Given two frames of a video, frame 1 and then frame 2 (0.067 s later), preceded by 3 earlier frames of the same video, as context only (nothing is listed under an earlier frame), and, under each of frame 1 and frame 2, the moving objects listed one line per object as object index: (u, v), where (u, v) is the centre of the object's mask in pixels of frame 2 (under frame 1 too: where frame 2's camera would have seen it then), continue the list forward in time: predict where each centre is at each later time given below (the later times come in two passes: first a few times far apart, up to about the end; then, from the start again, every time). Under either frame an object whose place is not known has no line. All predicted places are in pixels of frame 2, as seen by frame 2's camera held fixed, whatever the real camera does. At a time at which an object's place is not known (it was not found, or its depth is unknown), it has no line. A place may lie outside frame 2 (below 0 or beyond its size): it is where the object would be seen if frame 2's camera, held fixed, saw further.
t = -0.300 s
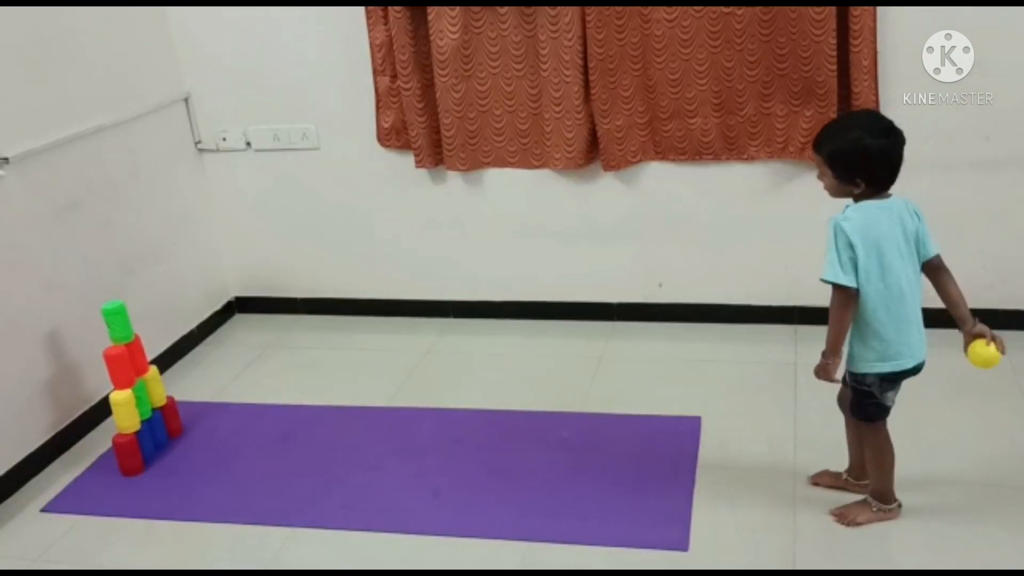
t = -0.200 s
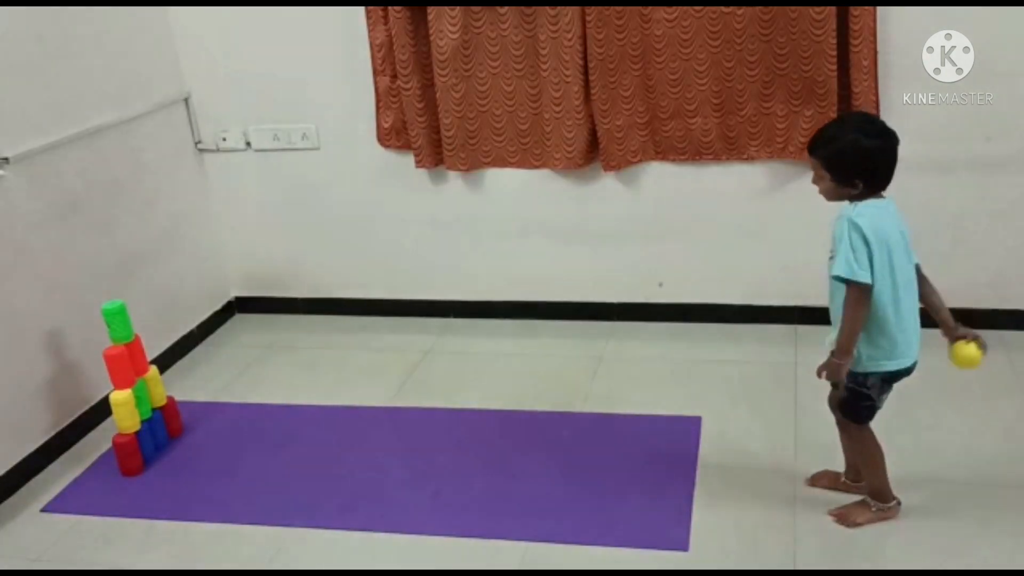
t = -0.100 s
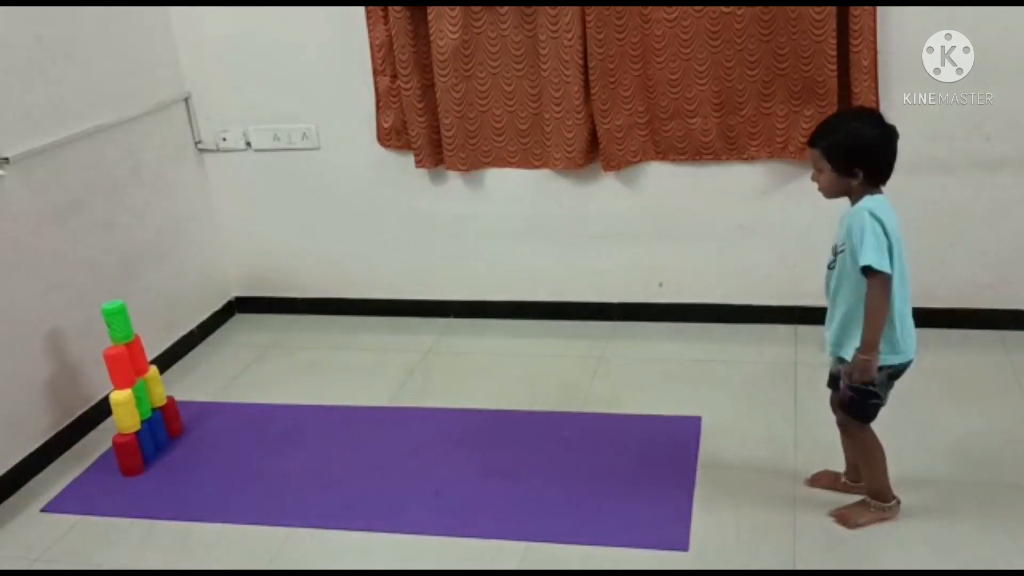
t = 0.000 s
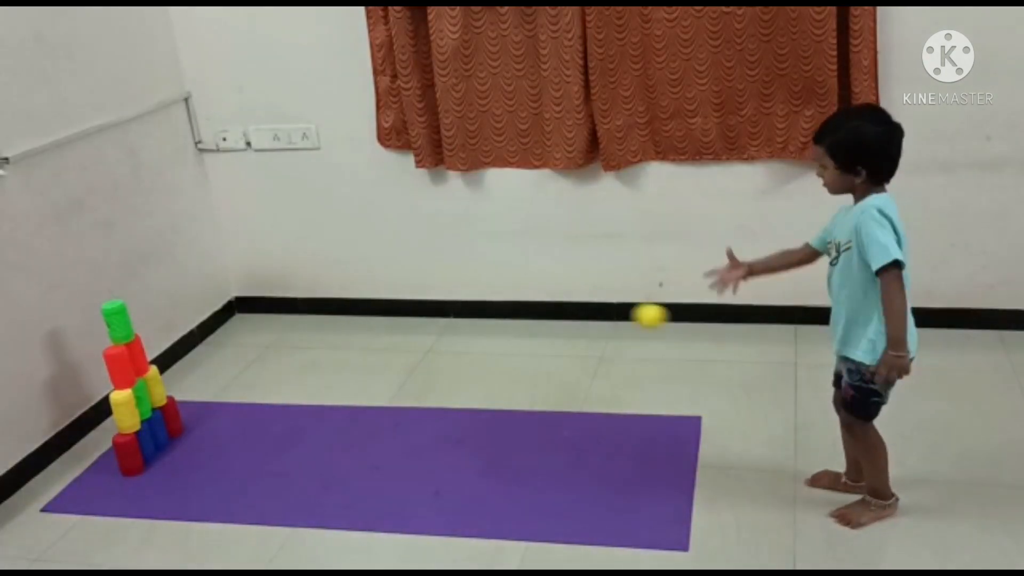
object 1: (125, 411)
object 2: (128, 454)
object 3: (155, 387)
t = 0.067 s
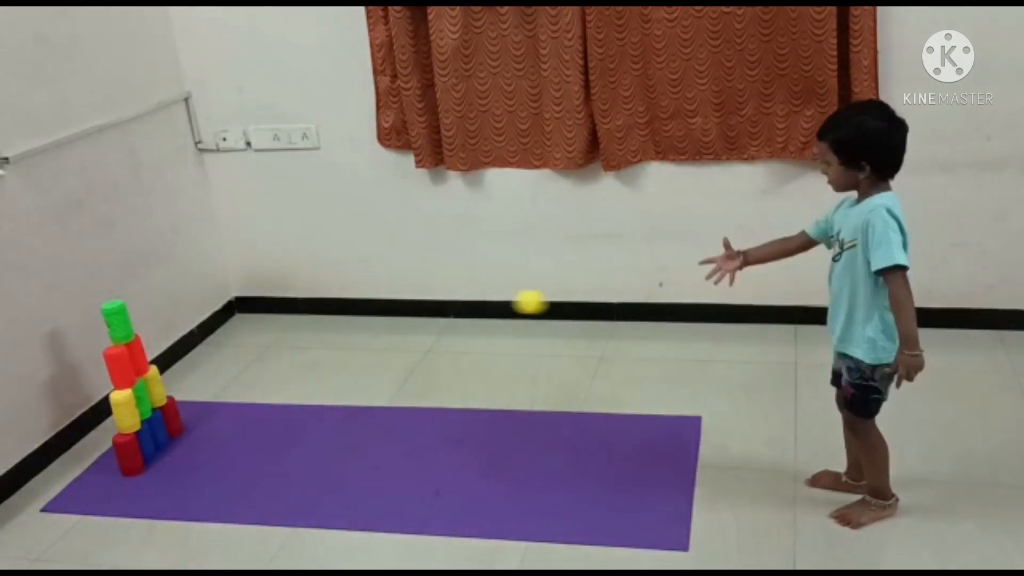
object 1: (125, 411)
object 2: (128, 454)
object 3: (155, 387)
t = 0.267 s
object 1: (125, 411)
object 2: (129, 454)
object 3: (155, 387)
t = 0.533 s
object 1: (73, 446)
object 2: (122, 454)
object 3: (155, 387)
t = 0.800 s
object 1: (110, 461)
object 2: (139, 454)
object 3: (159, 383)
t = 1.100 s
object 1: (110, 462)
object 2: (165, 469)
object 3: (171, 383)
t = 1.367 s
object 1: (112, 459)
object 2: (163, 471)
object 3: (208, 409)
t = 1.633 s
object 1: (113, 457)
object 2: (163, 471)
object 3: (247, 424)
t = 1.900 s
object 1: (113, 457)
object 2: (164, 470)
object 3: (249, 429)
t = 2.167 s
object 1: (113, 457)
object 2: (164, 470)
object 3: (249, 429)
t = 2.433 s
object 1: (113, 456)
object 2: (164, 470)
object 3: (249, 429)
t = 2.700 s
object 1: (113, 456)
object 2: (164, 470)
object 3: (249, 430)
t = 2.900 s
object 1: (113, 457)
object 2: (164, 470)
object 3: (248, 430)
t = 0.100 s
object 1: (125, 411)
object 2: (129, 454)
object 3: (156, 387)
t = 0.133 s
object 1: (125, 411)
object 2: (129, 454)
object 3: (156, 387)
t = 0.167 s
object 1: (125, 411)
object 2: (129, 454)
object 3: (155, 387)
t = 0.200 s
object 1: (125, 411)
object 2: (129, 454)
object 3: (155, 387)
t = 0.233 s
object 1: (125, 411)
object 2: (129, 454)
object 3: (156, 387)
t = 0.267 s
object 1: (125, 411)
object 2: (129, 454)
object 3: (155, 387)
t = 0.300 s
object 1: (125, 411)
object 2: (128, 454)
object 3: (156, 387)
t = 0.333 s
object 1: (121, 411)
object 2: (128, 454)
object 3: (156, 387)
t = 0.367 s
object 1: (105, 409)
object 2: (126, 453)
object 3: (156, 387)
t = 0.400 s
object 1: (89, 410)
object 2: (124, 454)
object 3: (156, 387)
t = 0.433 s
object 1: (74, 415)
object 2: (123, 454)
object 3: (155, 387)
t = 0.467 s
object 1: (60, 423)
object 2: (122, 454)
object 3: (155, 386)
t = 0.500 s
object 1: (63, 434)
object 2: (122, 454)
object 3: (155, 386)
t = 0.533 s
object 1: (73, 446)
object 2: (122, 454)
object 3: (155, 387)
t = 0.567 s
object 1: (85, 461)
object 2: (123, 454)
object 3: (155, 387)
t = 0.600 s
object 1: (88, 455)
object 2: (123, 453)
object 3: (155, 387)
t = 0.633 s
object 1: (91, 453)
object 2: (124, 454)
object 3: (155, 387)
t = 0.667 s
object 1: (100, 462)
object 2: (126, 454)
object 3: (156, 386)
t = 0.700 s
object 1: (105, 463)
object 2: (130, 454)
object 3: (156, 385)
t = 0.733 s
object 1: (108, 461)
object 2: (133, 454)
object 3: (157, 384)
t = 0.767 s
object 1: (109, 461)
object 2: (134, 454)
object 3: (158, 384)
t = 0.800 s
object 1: (110, 461)
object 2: (139, 454)
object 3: (159, 383)
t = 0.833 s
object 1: (109, 461)
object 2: (142, 454)
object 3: (160, 381)
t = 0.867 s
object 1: (109, 462)
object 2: (145, 454)
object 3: (162, 380)
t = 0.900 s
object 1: (107, 464)
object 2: (148, 456)
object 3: (163, 381)
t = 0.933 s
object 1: (106, 466)
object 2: (153, 457)
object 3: (164, 381)
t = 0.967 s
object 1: (106, 464)
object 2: (158, 462)
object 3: (165, 381)
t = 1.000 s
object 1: (106, 463)
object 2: (162, 465)
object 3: (166, 381)
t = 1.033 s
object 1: (108, 463)
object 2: (164, 466)
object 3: (167, 381)
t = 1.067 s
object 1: (109, 463)
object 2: (165, 468)
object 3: (169, 382)
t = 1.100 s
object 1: (110, 462)
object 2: (165, 469)
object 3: (171, 383)
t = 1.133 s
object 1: (110, 462)
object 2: (165, 470)
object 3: (175, 384)
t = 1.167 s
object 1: (110, 461)
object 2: (164, 470)
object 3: (179, 388)
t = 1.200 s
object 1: (111, 461)
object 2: (164, 471)
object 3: (184, 392)
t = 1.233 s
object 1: (111, 460)
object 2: (164, 471)
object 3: (189, 399)
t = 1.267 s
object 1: (111, 460)
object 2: (163, 471)
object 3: (196, 410)
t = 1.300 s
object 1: (112, 459)
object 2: (163, 471)
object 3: (201, 417)
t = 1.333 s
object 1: (112, 459)
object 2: (163, 471)
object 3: (204, 411)
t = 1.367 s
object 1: (112, 459)
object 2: (163, 471)
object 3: (208, 409)
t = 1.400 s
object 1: (113, 458)
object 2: (163, 471)
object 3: (213, 410)
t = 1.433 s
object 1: (113, 458)
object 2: (163, 471)
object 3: (218, 414)
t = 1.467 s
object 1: (113, 458)
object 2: (163, 471)
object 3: (224, 419)
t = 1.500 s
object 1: (113, 457)
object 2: (163, 471)
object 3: (229, 418)
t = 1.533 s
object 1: (113, 457)
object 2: (163, 471)
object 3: (235, 420)
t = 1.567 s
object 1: (113, 457)
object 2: (163, 471)
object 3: (242, 426)
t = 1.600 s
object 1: (113, 457)
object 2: (163, 471)
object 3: (245, 426)
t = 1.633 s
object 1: (113, 457)
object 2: (163, 471)
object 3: (247, 424)
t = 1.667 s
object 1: (113, 457)
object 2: (163, 471)
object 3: (250, 425)
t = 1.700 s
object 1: (113, 457)
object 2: (164, 471)
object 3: (251, 427)
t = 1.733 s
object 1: (113, 457)
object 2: (164, 471)
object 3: (250, 428)
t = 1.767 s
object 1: (113, 456)
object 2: (164, 471)
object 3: (249, 428)
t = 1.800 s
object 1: (113, 457)
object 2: (164, 471)
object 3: (250, 429)
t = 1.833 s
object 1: (113, 456)
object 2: (164, 470)
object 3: (249, 429)
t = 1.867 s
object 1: (113, 456)
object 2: (164, 470)
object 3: (249, 429)
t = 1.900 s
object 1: (113, 457)
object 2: (164, 470)
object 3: (249, 429)
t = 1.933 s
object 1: (113, 457)
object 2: (164, 470)
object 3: (249, 429)
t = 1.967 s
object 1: (113, 456)
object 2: (164, 470)
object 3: (249, 429)
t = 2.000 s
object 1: (113, 457)
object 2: (164, 470)
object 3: (249, 429)
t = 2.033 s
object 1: (113, 457)
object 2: (164, 470)
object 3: (249, 429)
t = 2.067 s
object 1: (113, 457)
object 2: (164, 470)
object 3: (249, 429)
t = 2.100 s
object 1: (113, 457)
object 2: (164, 470)
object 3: (249, 429)
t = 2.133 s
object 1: (113, 457)
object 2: (164, 470)
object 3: (249, 430)
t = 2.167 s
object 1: (113, 457)
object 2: (164, 470)
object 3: (249, 429)
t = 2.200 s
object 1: (113, 457)
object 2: (164, 470)
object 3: (249, 429)
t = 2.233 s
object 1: (113, 457)
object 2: (164, 470)
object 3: (249, 429)
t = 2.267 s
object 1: (113, 456)
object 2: (164, 470)
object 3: (249, 429)
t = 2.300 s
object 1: (113, 457)
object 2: (164, 470)
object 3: (249, 429)
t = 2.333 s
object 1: (113, 456)
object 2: (164, 470)
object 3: (249, 430)
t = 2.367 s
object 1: (113, 456)
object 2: (164, 470)
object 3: (249, 429)
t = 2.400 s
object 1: (113, 456)
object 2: (164, 470)
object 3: (249, 429)
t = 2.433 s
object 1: (113, 456)
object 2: (164, 470)
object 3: (249, 429)
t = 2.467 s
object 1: (113, 456)
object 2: (164, 470)
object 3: (249, 429)
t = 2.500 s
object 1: (113, 456)
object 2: (164, 470)
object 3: (249, 429)
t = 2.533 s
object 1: (113, 456)
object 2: (164, 470)
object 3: (249, 429)
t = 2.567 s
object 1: (113, 456)
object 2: (164, 470)
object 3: (249, 429)
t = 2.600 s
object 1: (113, 456)
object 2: (164, 470)
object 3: (249, 429)
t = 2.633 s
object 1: (113, 456)
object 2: (164, 470)
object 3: (249, 430)
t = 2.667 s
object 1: (113, 456)
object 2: (164, 470)
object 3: (249, 430)
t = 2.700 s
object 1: (113, 456)
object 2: (164, 470)
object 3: (249, 430)
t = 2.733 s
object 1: (113, 456)
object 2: (164, 470)
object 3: (249, 429)
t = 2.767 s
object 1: (113, 456)
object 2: (164, 470)
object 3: (249, 429)
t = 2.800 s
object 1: (113, 456)
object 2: (164, 470)
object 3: (249, 429)
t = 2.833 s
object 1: (113, 456)
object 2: (164, 470)
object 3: (249, 430)
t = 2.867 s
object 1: (113, 457)
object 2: (164, 470)
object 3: (249, 430)
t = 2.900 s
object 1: (113, 457)
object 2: (164, 470)
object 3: (248, 430)
